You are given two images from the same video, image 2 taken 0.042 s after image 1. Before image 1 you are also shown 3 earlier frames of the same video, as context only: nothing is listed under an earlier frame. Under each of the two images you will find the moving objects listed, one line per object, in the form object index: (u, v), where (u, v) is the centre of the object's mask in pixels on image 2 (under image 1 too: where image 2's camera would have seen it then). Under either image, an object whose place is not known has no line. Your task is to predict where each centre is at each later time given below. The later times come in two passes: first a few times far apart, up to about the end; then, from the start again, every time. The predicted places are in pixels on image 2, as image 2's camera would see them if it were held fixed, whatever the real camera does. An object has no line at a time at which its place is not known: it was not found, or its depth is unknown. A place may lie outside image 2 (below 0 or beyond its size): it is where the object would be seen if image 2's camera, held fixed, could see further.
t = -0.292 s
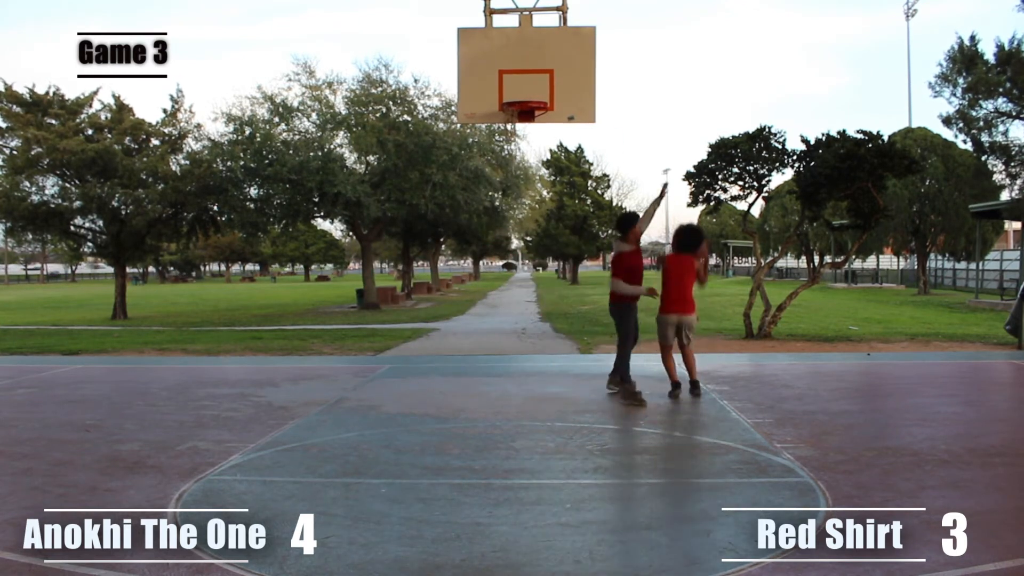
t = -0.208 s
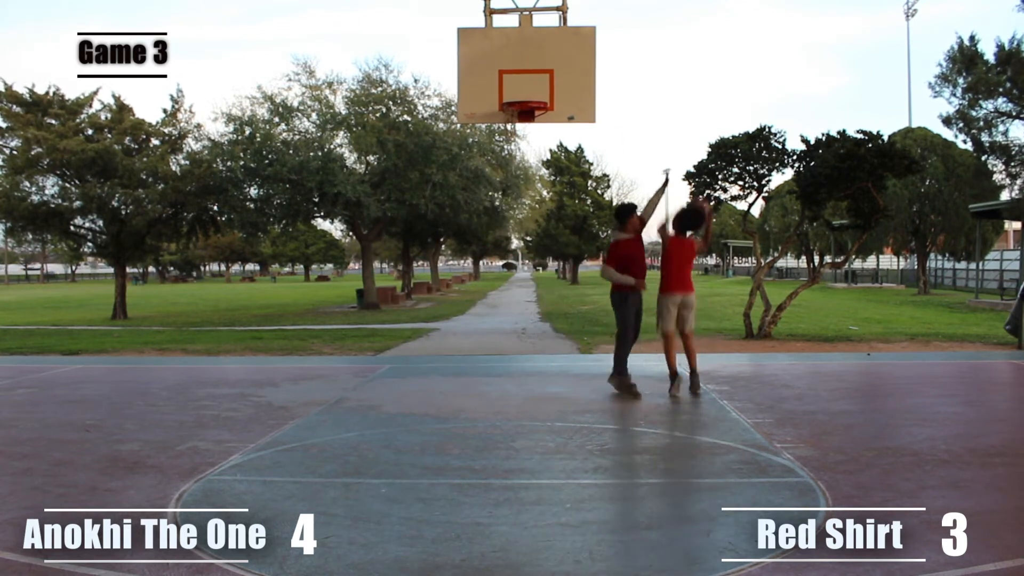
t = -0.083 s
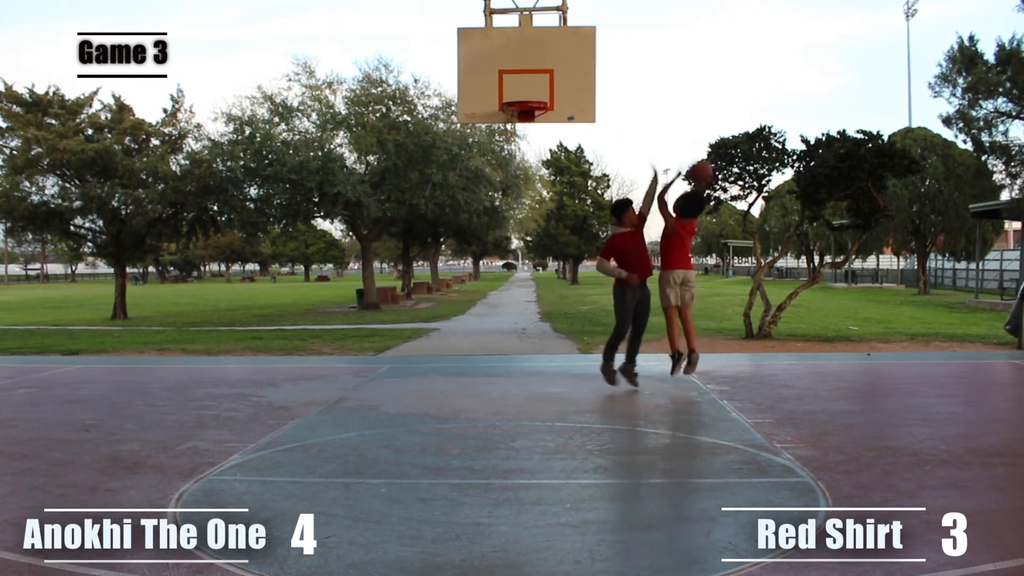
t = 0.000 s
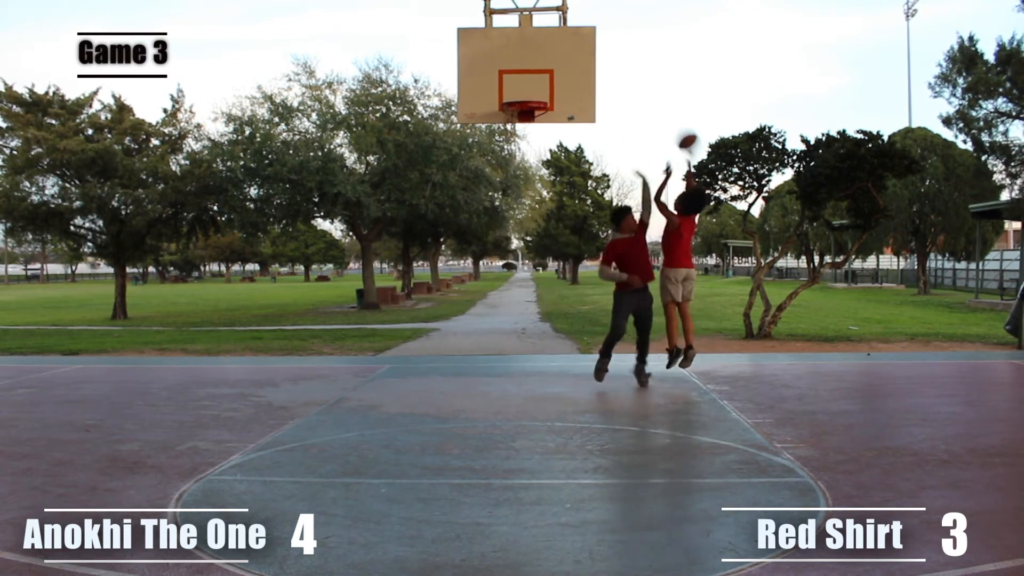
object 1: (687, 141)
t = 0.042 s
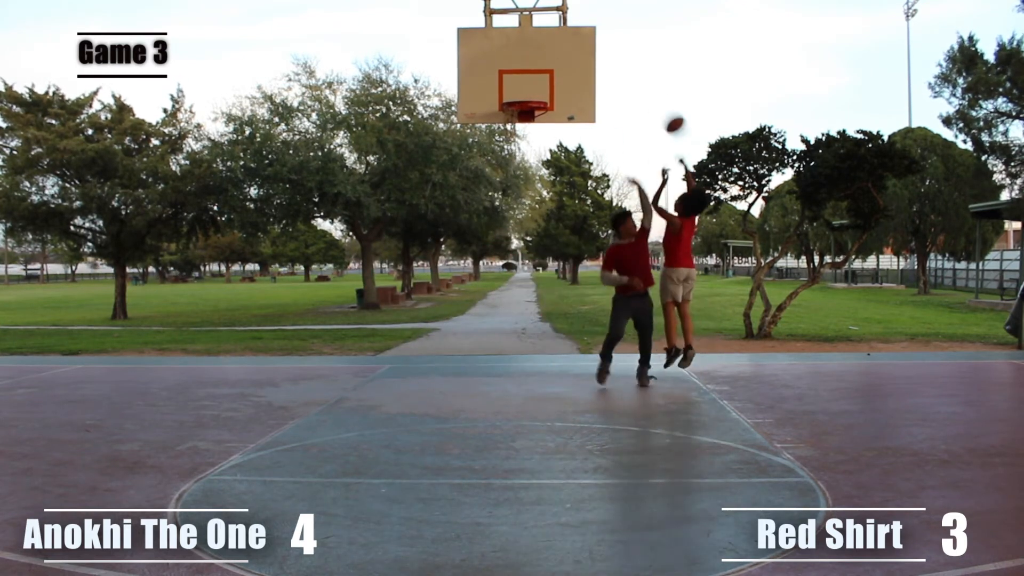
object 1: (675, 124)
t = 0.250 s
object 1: (613, 68)
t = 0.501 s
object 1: (547, 56)
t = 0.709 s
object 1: (518, 84)
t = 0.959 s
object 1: (559, 88)
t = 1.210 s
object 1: (618, 130)
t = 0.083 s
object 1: (662, 109)
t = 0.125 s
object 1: (649, 96)
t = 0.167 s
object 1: (637, 85)
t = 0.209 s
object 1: (625, 75)
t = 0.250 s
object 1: (613, 68)
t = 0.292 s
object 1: (600, 62)
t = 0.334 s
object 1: (588, 58)
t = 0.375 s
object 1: (578, 55)
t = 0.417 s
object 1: (567, 54)
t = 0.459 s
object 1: (557, 55)
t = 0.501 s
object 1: (547, 56)
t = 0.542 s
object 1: (541, 58)
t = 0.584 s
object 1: (535, 62)
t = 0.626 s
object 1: (530, 68)
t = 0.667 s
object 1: (524, 75)
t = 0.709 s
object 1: (518, 84)
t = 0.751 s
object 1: (513, 93)
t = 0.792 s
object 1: (519, 92)
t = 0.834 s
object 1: (529, 89)
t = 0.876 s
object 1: (539, 87)
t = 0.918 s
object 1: (550, 87)
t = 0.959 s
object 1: (559, 88)
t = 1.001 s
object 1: (569, 91)
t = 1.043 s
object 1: (578, 96)
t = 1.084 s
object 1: (587, 102)
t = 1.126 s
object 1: (597, 109)
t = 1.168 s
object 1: (608, 119)
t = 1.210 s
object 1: (618, 130)
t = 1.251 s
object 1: (627, 142)
